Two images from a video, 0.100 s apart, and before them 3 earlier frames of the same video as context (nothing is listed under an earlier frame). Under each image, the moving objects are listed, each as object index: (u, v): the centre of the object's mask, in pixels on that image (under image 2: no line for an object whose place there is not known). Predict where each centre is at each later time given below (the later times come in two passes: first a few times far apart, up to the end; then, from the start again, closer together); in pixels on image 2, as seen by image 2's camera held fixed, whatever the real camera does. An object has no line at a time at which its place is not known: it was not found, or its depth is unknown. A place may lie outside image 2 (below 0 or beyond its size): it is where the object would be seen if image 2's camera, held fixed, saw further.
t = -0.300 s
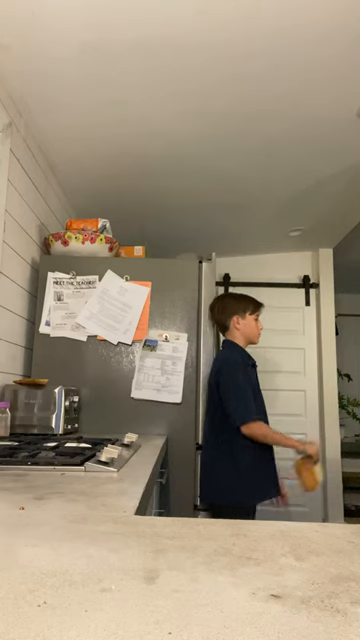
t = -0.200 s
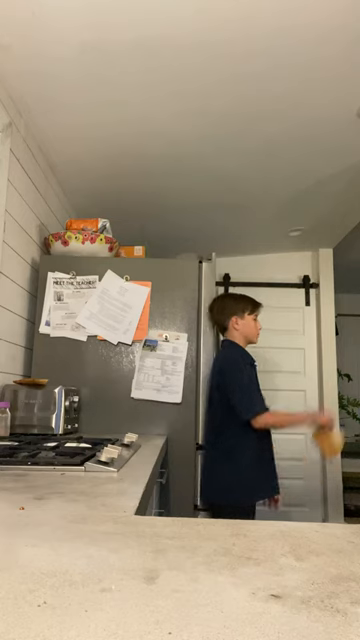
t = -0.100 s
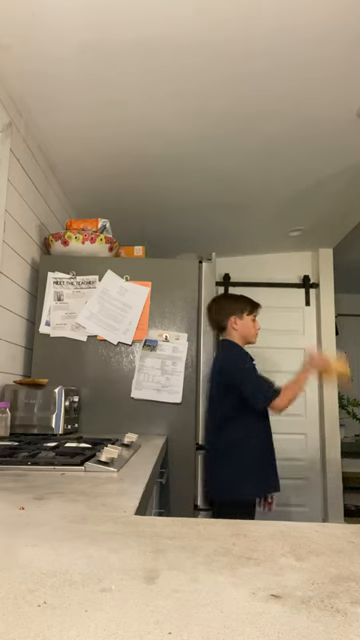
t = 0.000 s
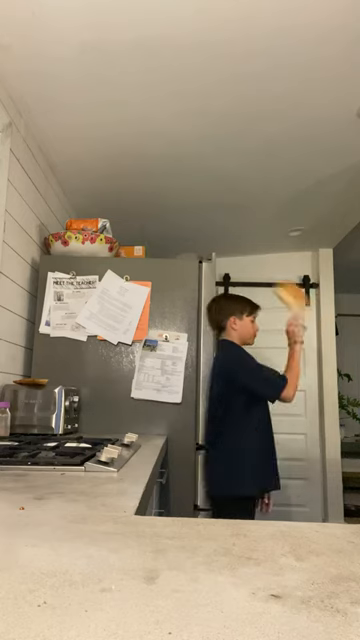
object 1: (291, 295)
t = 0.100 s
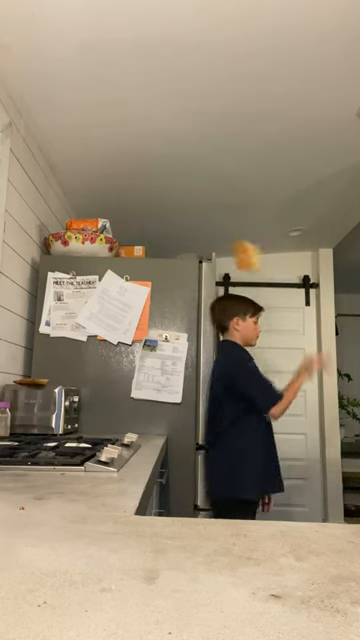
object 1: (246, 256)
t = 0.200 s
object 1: (208, 241)
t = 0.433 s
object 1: (111, 282)
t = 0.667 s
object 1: (46, 375)
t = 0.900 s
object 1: (53, 380)
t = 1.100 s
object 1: (53, 381)
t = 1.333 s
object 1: (53, 381)
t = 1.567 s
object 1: (53, 381)
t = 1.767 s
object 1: (53, 381)
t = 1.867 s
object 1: (53, 381)
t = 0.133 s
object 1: (232, 249)
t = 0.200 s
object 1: (208, 241)
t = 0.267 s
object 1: (181, 239)
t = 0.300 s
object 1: (165, 242)
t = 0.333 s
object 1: (153, 248)
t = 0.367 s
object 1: (140, 257)
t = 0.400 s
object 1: (125, 267)
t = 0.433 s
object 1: (111, 282)
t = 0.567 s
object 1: (51, 358)
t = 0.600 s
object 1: (39, 374)
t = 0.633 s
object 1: (41, 376)
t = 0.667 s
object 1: (46, 375)
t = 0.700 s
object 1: (54, 379)
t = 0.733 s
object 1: (54, 379)
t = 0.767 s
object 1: (54, 379)
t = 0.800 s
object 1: (54, 379)
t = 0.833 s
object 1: (54, 380)
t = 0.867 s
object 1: (54, 380)
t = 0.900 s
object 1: (53, 380)
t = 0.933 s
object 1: (53, 380)
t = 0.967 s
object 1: (53, 381)
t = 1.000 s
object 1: (53, 381)
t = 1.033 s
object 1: (53, 381)
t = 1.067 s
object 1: (53, 381)
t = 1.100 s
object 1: (53, 381)
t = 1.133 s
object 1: (53, 381)
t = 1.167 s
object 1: (53, 381)
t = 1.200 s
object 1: (53, 381)
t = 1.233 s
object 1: (53, 381)
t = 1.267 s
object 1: (53, 381)
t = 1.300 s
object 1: (53, 381)
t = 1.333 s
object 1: (53, 381)
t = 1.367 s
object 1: (53, 381)
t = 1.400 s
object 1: (53, 381)
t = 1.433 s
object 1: (53, 381)
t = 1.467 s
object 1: (53, 381)
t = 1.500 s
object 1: (53, 381)
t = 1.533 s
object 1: (53, 381)
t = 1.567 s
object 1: (53, 381)
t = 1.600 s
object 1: (53, 381)
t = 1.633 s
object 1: (53, 381)
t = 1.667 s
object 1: (53, 381)
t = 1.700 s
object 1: (53, 381)
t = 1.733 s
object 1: (53, 381)
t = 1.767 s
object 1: (53, 381)
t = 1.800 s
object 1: (53, 381)
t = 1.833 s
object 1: (53, 381)
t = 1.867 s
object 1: (53, 381)
